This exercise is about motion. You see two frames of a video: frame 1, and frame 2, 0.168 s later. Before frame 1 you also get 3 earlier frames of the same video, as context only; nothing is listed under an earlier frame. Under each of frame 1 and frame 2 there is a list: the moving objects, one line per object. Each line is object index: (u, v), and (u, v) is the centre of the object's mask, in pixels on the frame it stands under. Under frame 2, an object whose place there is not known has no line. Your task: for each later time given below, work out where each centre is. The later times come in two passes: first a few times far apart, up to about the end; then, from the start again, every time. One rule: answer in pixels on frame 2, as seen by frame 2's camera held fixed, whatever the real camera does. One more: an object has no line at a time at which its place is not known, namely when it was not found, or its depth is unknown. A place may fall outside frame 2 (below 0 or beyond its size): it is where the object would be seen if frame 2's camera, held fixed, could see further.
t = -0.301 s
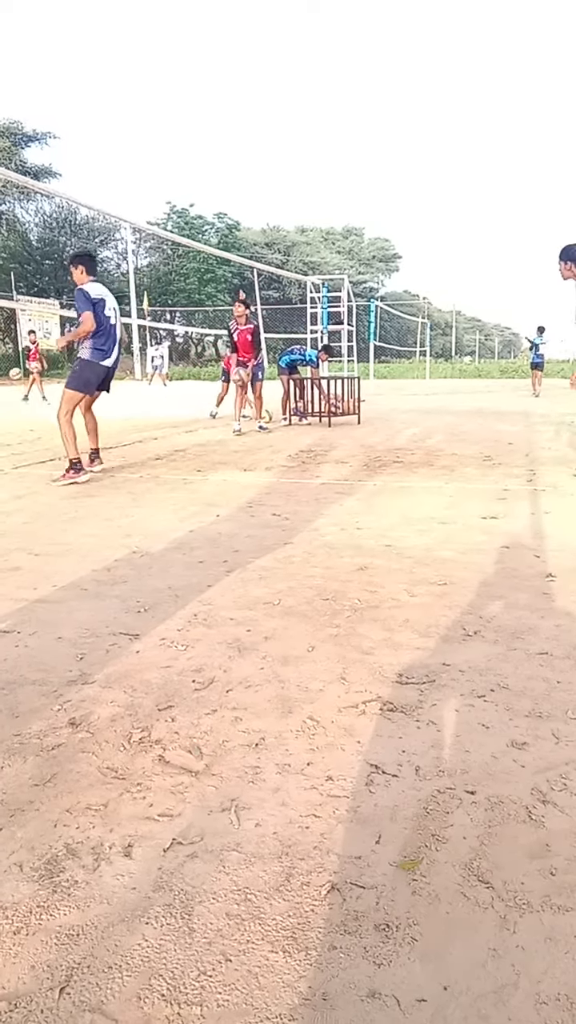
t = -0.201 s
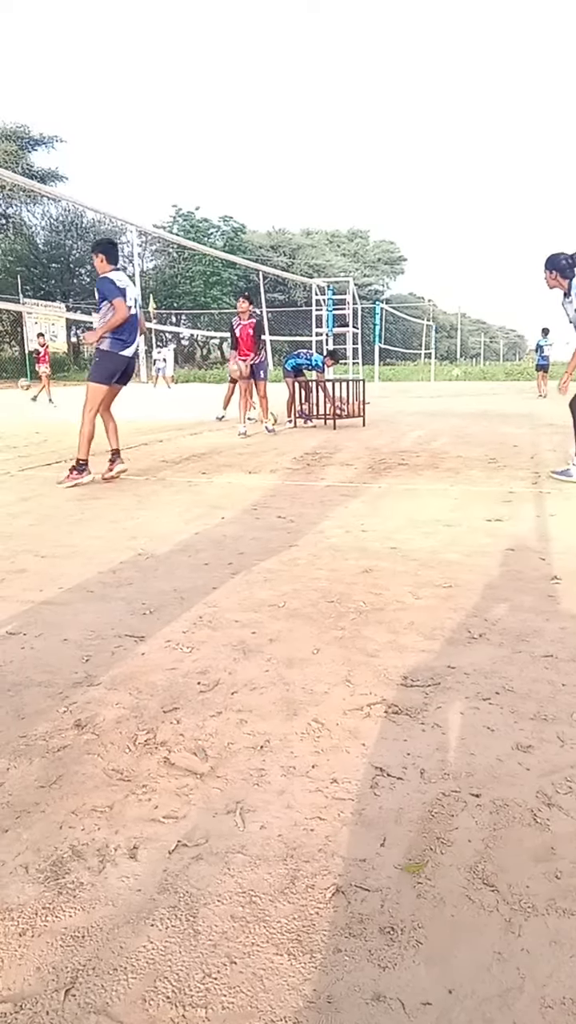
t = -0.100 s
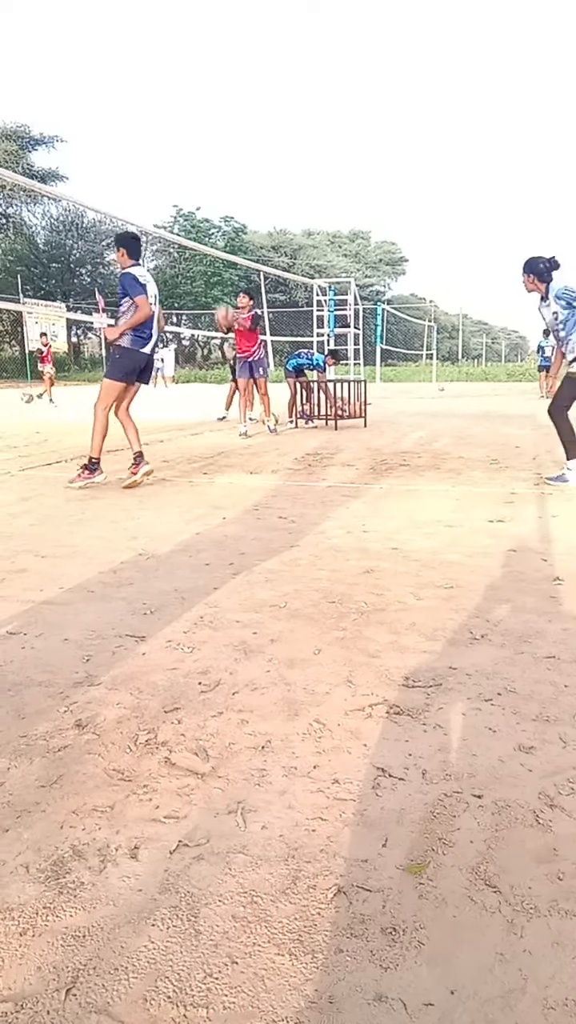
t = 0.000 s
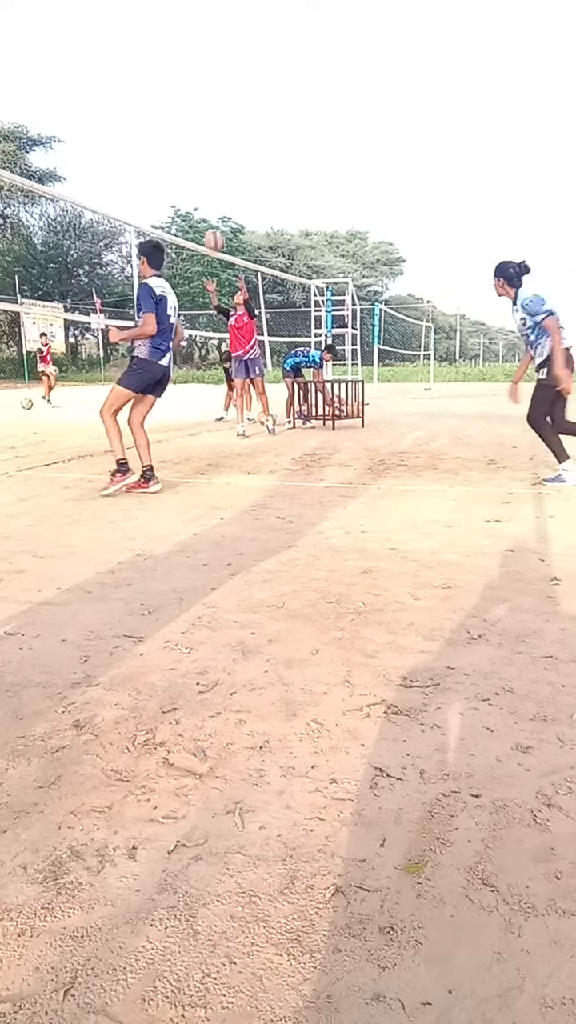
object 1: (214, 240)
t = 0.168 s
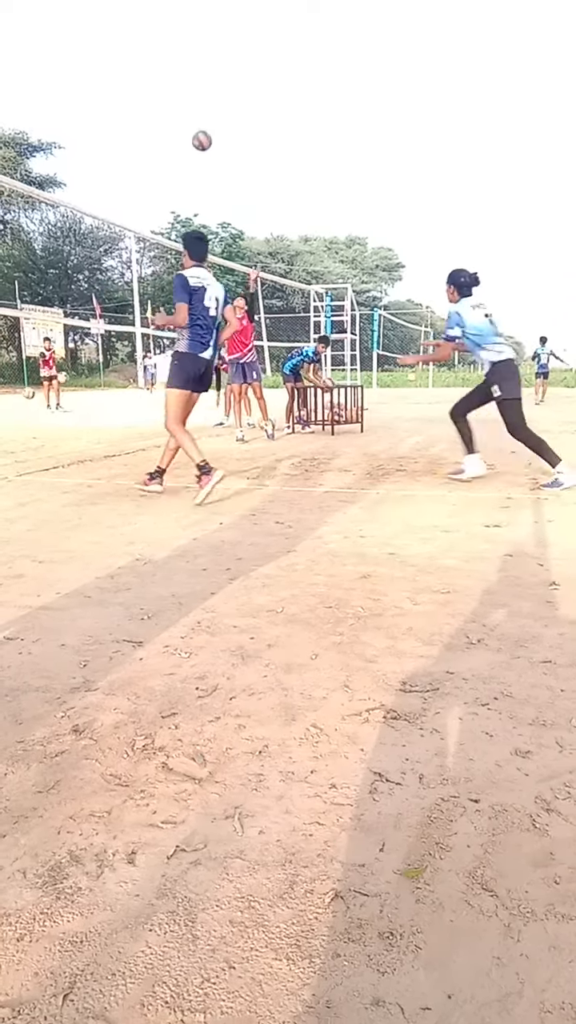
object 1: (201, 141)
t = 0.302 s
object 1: (191, 74)
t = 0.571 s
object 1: (171, -2)
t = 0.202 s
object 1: (199, 122)
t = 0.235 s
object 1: (196, 105)
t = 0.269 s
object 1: (194, 89)
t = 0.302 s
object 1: (191, 74)
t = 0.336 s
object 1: (188, 60)
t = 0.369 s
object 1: (186, 47)
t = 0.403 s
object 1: (183, 36)
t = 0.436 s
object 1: (181, 25)
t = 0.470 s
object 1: (178, 16)
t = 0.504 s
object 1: (175, 9)
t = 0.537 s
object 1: (173, 2)
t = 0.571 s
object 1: (171, -2)
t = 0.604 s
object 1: (168, -4)
